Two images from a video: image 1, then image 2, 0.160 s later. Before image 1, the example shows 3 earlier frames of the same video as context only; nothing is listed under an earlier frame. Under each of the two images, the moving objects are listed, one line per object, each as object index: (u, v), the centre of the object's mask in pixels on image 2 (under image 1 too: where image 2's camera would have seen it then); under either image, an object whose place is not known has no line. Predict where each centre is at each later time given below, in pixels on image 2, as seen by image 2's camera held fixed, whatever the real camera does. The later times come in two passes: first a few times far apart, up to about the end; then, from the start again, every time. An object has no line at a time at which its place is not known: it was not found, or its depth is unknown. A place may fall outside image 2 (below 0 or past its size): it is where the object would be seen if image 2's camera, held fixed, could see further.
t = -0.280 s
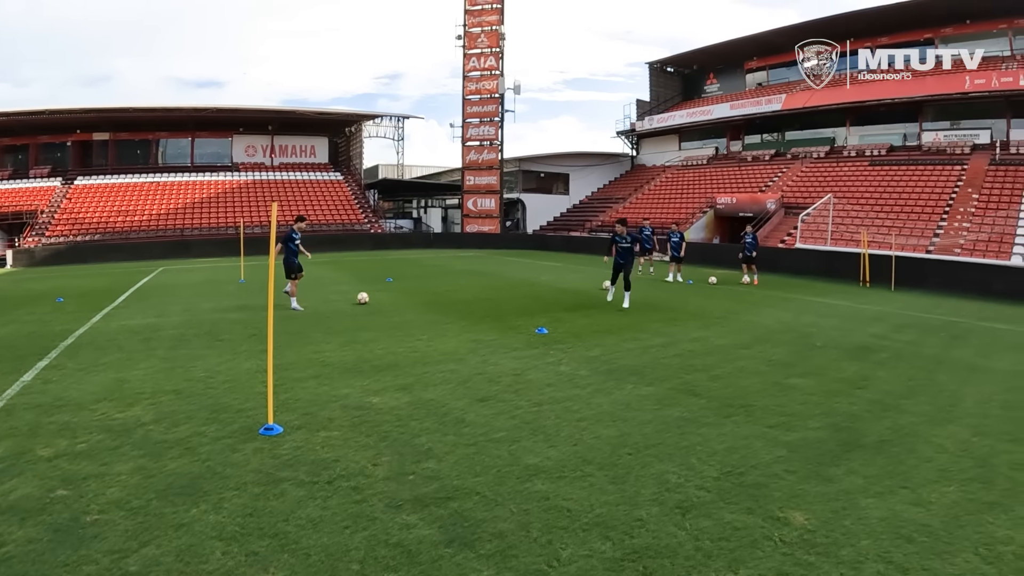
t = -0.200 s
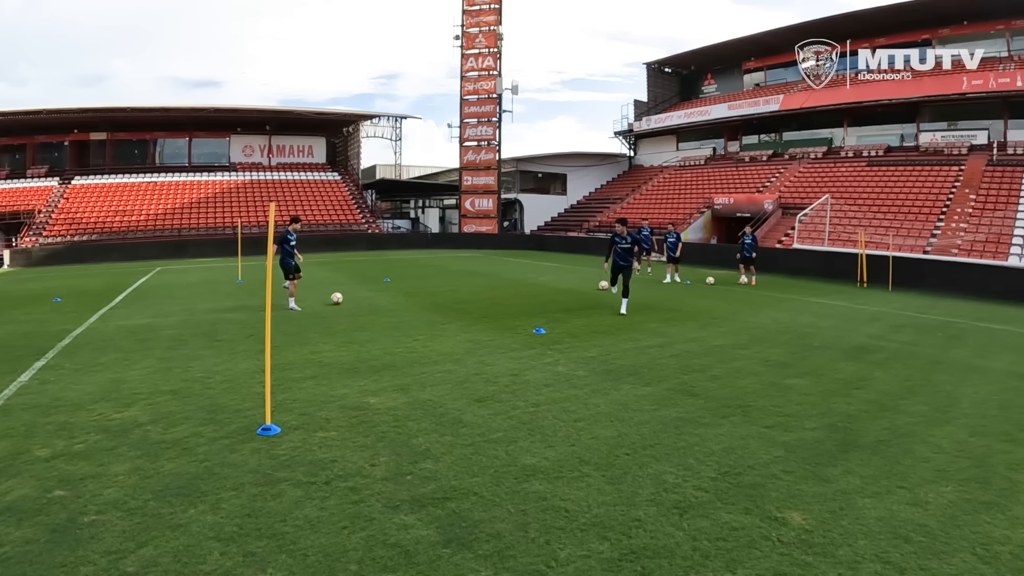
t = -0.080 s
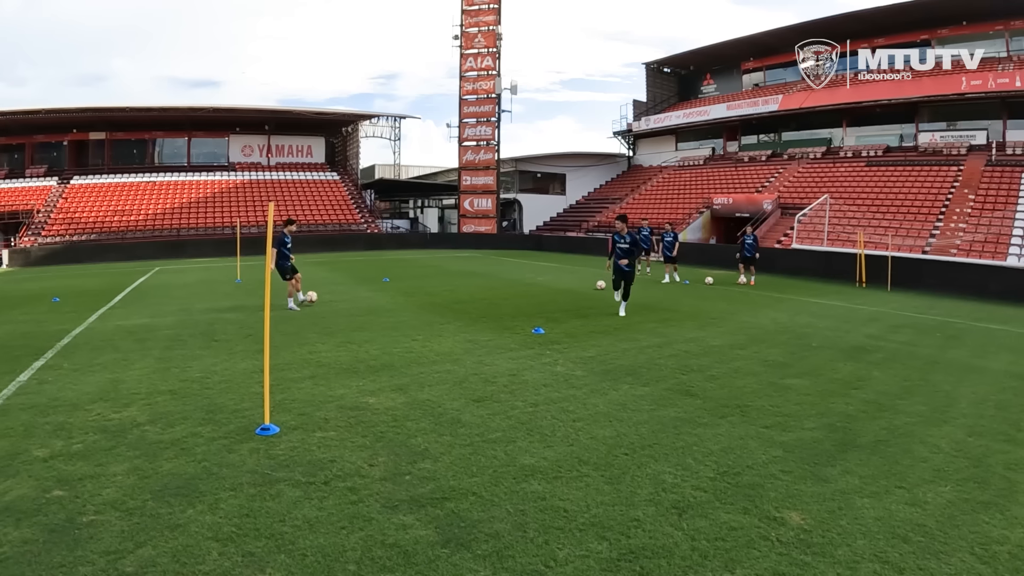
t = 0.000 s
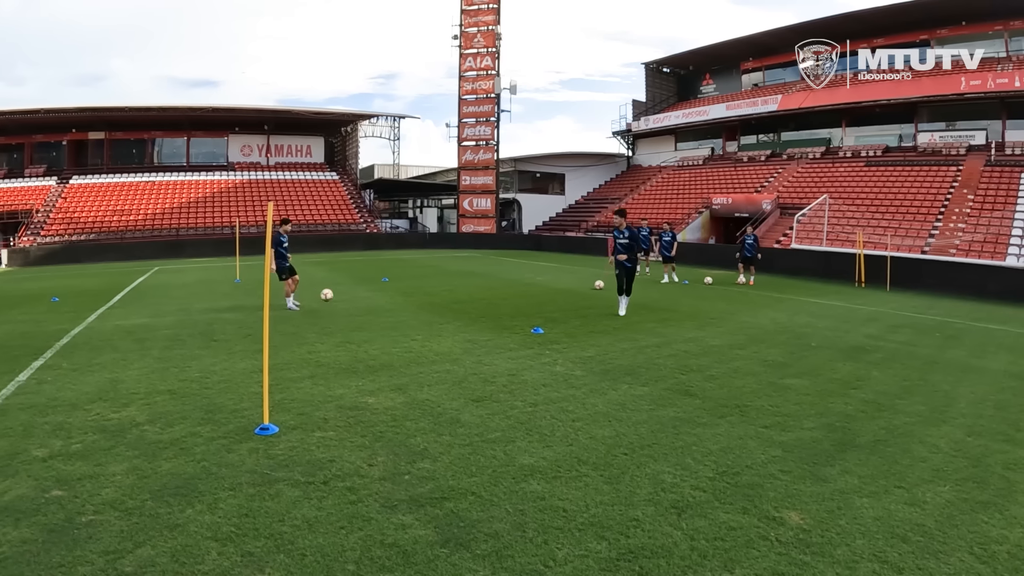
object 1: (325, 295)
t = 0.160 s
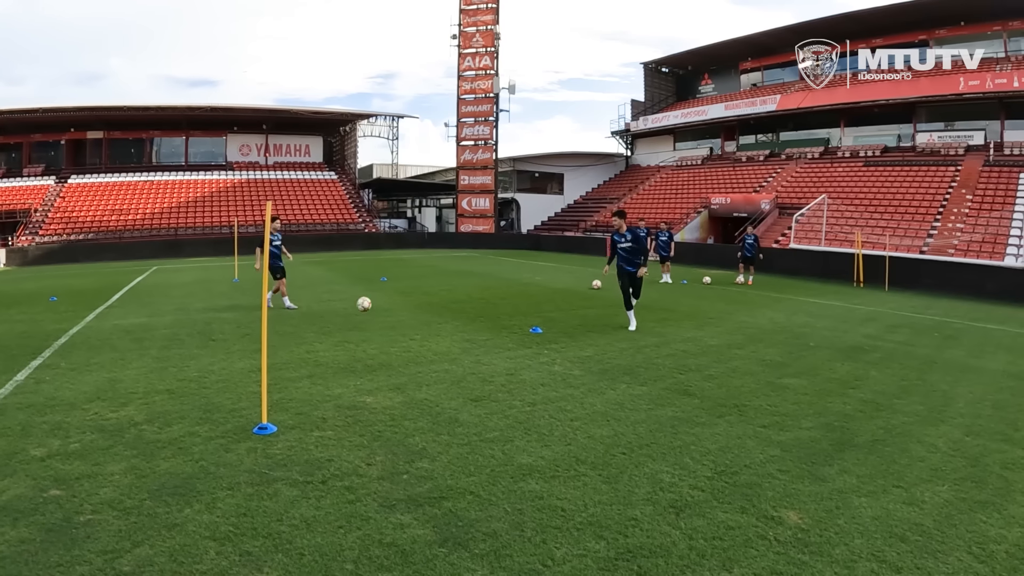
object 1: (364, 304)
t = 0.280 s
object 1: (401, 326)
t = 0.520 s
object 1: (460, 335)
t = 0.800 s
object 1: (548, 377)
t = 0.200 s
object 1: (375, 310)
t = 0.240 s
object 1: (387, 317)
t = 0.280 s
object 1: (401, 326)
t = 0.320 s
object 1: (413, 333)
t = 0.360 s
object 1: (421, 331)
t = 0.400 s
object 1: (430, 330)
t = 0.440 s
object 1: (439, 330)
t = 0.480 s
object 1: (449, 332)
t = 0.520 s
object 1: (460, 335)
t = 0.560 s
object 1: (470, 341)
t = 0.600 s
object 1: (482, 348)
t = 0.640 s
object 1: (495, 358)
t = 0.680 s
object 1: (508, 370)
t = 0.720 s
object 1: (521, 372)
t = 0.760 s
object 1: (534, 373)
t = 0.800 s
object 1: (548, 377)
